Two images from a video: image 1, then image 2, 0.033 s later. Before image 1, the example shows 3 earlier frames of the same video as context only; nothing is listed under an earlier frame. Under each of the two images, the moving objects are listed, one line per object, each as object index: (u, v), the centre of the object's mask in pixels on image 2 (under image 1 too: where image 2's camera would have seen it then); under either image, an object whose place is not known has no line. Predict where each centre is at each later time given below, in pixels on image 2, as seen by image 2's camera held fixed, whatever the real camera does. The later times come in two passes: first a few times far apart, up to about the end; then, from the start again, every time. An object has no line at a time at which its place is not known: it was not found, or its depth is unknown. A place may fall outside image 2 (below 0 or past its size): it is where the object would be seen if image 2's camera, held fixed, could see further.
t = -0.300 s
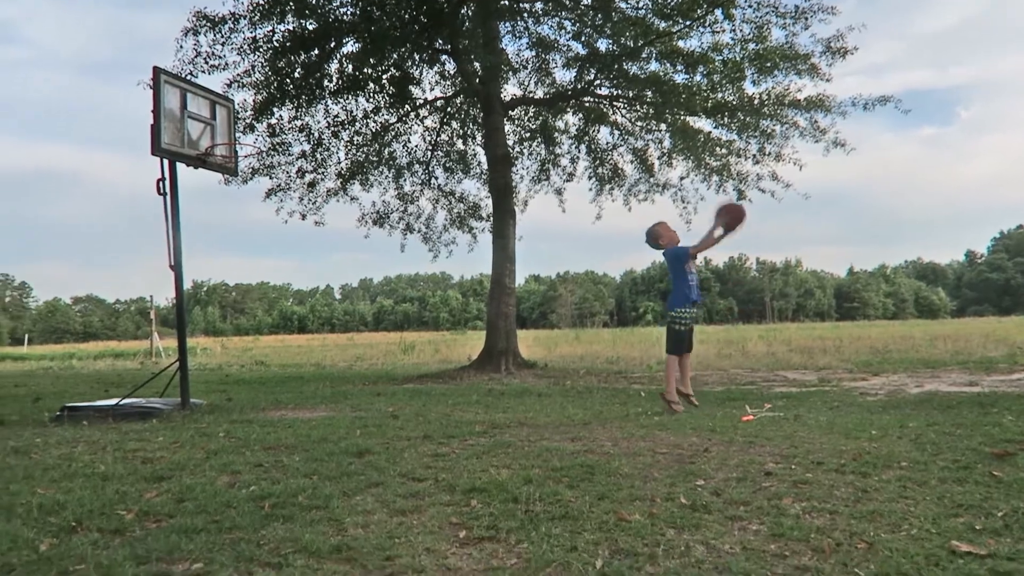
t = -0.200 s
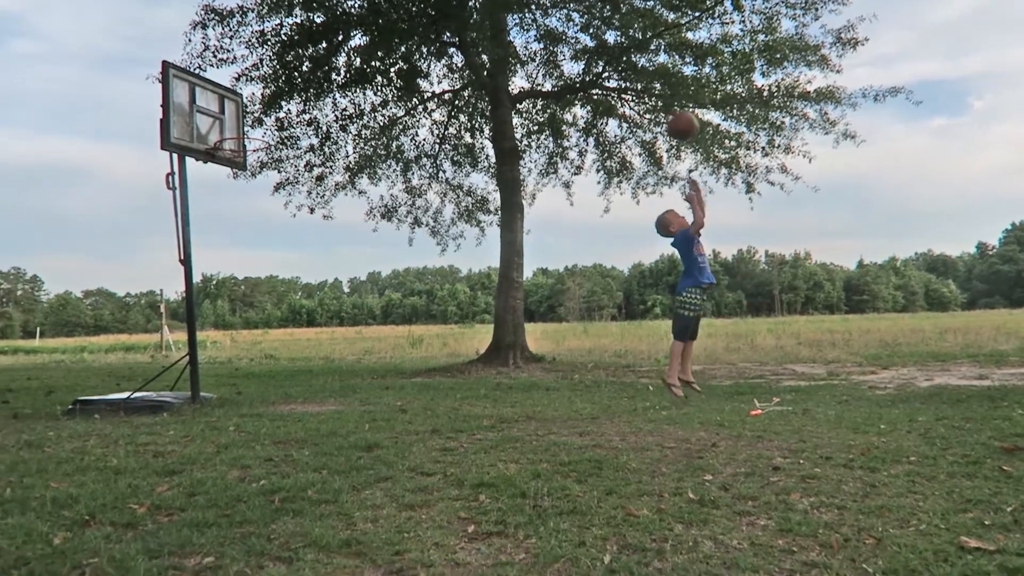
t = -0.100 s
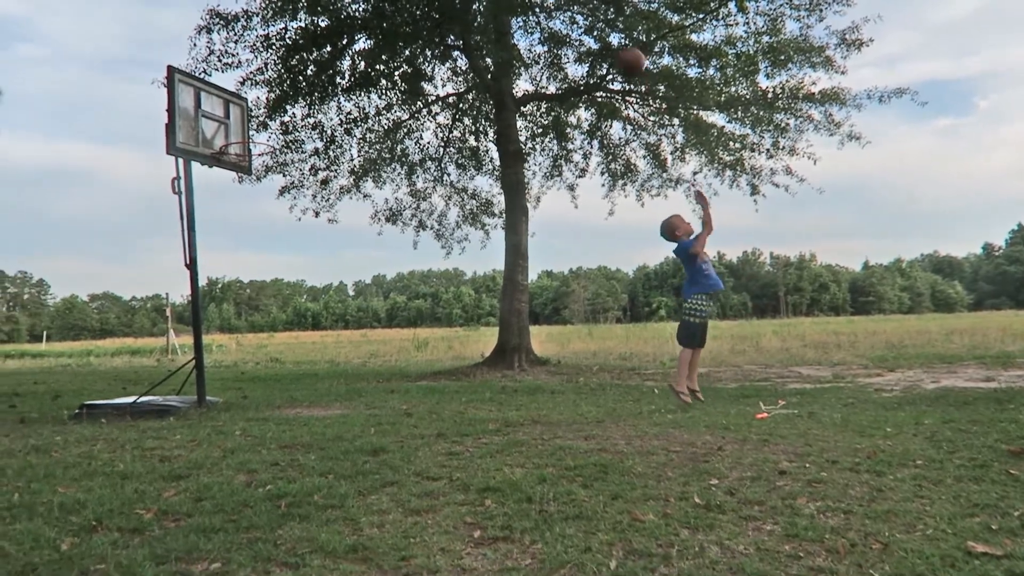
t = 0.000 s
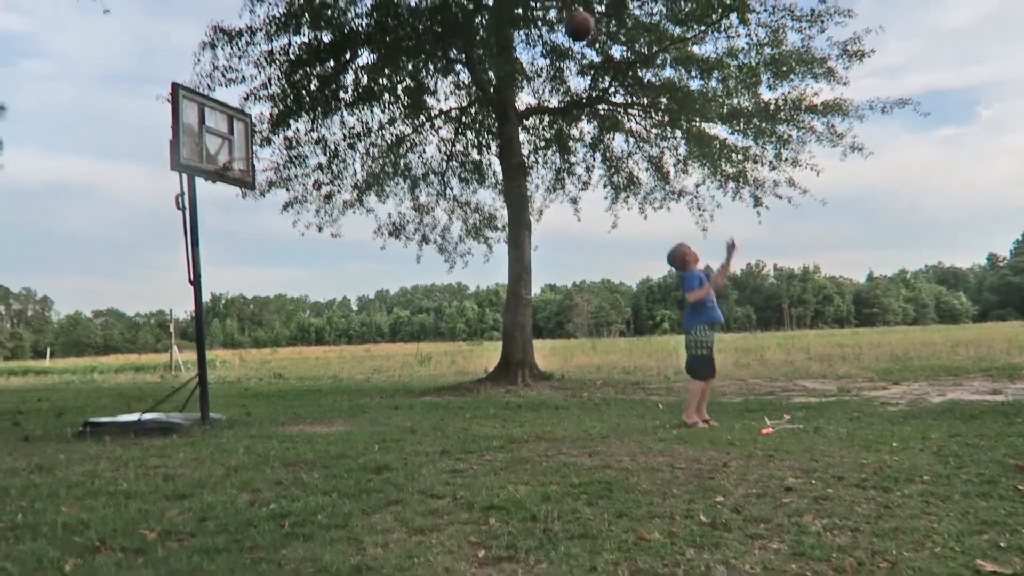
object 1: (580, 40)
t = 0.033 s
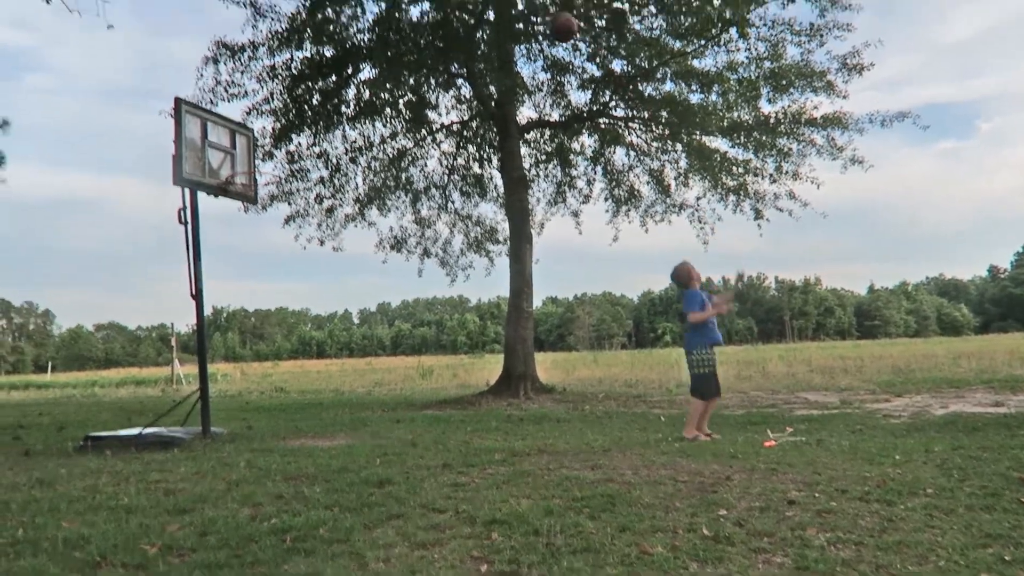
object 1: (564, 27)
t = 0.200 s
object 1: (483, -15)
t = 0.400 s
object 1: (398, -19)
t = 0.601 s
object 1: (321, 17)
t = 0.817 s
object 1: (243, 104)
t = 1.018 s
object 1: (242, 158)
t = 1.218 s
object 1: (289, 150)
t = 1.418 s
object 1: (339, 186)
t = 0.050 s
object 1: (555, 22)
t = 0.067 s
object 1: (547, 17)
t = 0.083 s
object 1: (538, 12)
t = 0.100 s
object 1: (530, 7)
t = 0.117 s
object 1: (521, 2)
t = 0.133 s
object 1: (515, -3)
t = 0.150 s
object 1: (505, -5)
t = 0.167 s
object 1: (498, -9)
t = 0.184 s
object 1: (490, -11)
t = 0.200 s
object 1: (483, -15)
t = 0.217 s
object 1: (476, -17)
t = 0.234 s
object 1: (469, -20)
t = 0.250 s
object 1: (460, -20)
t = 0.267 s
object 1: (454, -22)
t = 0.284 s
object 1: (446, -23)
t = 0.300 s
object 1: (439, -23)
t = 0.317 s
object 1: (432, -23)
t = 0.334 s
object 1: (425, -23)
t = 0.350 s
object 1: (417, -23)
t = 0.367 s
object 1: (411, -22)
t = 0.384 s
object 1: (404, -22)
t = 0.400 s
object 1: (398, -19)
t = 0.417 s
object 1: (392, -19)
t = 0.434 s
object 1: (383, -17)
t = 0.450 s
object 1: (377, -14)
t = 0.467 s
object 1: (370, -12)
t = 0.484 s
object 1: (363, -10)
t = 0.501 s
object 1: (359, -7)
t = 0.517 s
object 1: (352, -4)
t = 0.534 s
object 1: (346, 0)
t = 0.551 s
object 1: (339, 4)
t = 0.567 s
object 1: (332, 7)
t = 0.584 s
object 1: (326, 12)
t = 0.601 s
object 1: (321, 17)
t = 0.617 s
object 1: (314, 22)
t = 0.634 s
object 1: (308, 26)
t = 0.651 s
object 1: (302, 33)
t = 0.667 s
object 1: (297, 38)
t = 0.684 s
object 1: (291, 45)
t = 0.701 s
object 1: (284, 52)
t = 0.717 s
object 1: (279, 59)
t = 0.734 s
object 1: (273, 66)
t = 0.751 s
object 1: (267, 73)
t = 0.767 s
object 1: (261, 80)
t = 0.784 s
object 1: (255, 88)
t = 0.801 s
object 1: (249, 96)
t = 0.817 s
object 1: (243, 104)
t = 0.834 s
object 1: (238, 112)
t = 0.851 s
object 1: (232, 121)
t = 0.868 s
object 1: (226, 130)
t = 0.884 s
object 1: (221, 140)
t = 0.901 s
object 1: (216, 148)
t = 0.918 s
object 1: (220, 154)
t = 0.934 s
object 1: (223, 159)
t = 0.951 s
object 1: (227, 165)
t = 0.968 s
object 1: (231, 166)
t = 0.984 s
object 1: (235, 163)
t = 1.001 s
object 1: (238, 160)
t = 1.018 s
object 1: (242, 158)
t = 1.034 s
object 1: (246, 155)
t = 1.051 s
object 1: (250, 154)
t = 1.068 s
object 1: (254, 152)
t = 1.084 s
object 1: (258, 150)
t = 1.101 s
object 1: (261, 149)
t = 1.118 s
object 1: (266, 148)
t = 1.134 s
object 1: (269, 148)
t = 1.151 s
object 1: (274, 148)
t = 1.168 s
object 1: (277, 148)
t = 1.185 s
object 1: (281, 149)
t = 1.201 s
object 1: (286, 149)
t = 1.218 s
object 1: (289, 150)
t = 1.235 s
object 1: (293, 151)
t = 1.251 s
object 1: (297, 152)
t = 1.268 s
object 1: (301, 155)
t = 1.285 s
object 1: (305, 157)
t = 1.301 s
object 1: (309, 160)
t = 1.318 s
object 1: (314, 162)
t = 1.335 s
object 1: (318, 165)
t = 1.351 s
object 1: (322, 169)
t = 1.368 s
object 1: (326, 172)
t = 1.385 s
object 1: (331, 177)
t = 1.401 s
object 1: (334, 182)
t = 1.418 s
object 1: (339, 186)
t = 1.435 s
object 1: (343, 191)
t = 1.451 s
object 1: (348, 196)
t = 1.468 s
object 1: (352, 202)
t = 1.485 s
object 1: (356, 208)
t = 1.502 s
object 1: (360, 214)
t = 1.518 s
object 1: (364, 221)
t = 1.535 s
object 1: (368, 228)
